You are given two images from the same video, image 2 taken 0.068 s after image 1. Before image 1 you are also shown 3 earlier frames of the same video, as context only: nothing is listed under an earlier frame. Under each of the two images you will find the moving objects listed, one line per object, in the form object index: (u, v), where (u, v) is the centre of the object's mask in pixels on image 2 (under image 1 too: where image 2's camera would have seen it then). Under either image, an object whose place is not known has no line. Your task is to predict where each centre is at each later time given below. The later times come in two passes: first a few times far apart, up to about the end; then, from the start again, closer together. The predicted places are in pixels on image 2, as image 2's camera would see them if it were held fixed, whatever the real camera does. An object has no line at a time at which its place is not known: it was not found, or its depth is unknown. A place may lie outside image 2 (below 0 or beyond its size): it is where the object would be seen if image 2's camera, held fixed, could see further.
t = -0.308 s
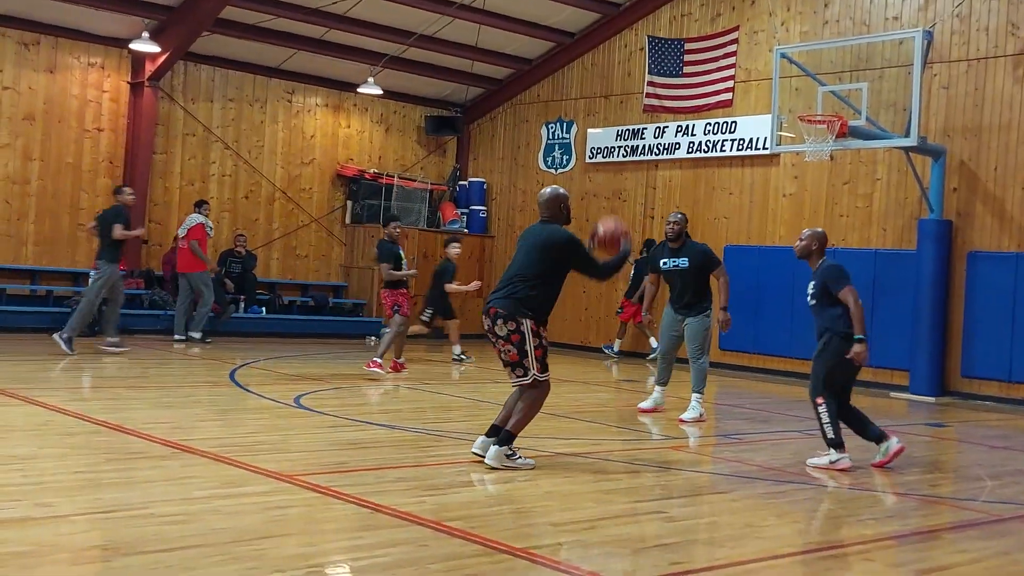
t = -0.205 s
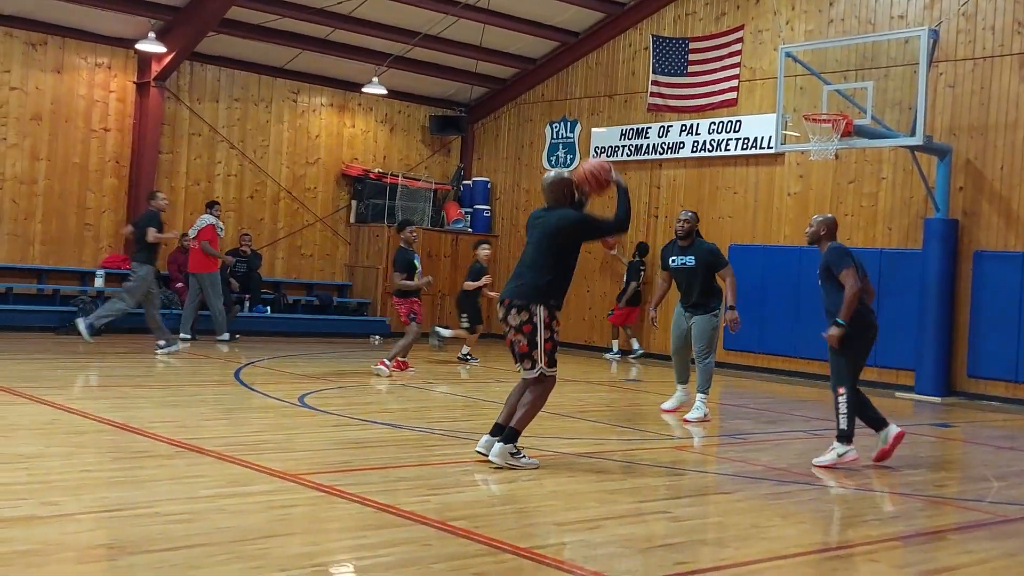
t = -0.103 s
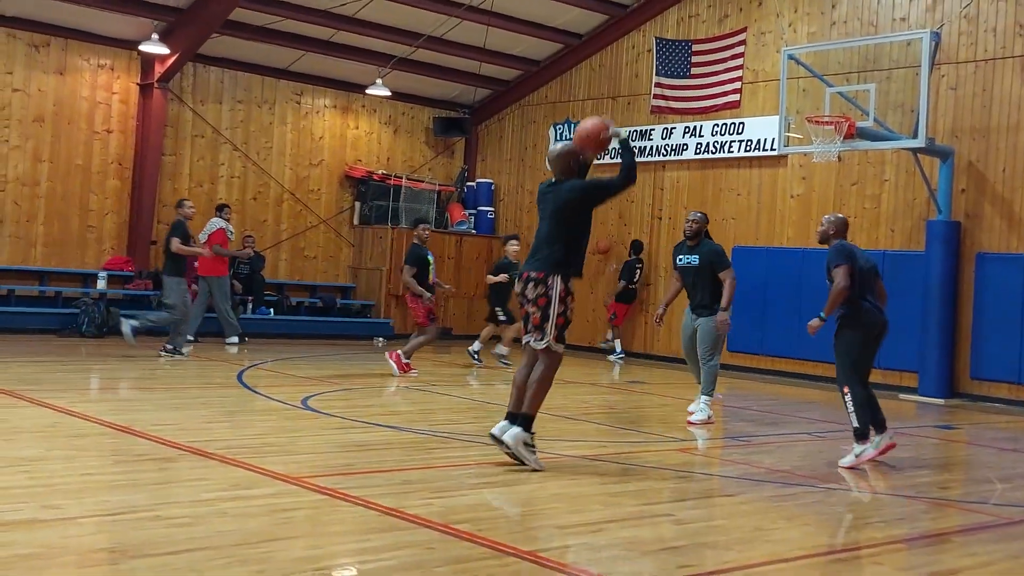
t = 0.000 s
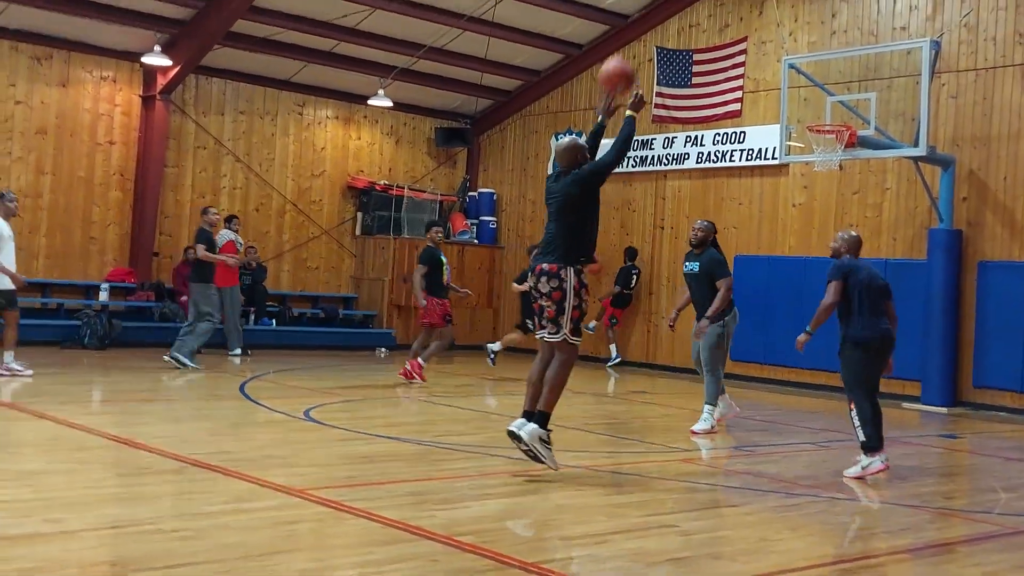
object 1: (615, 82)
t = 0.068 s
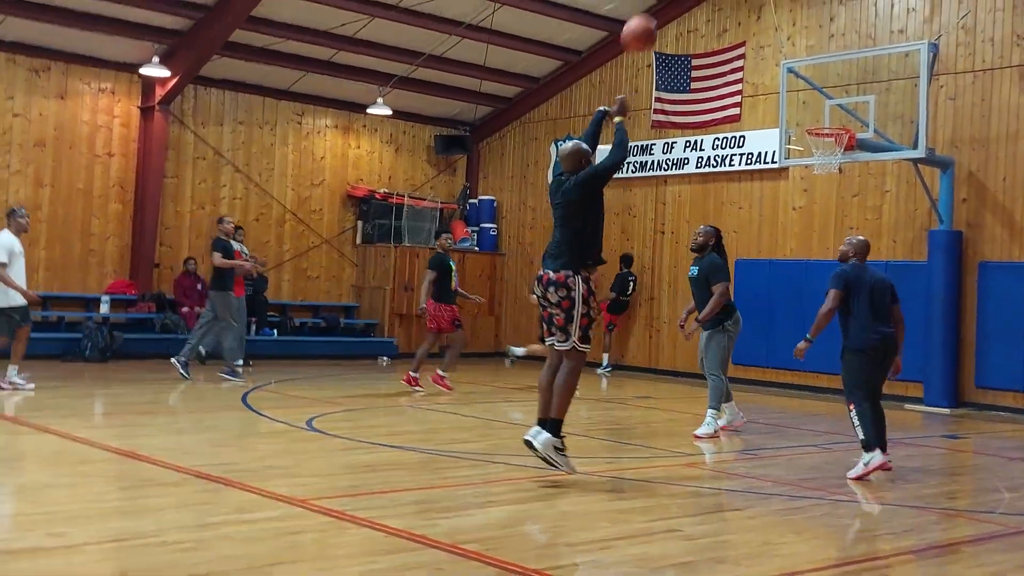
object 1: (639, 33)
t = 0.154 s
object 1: (666, -2)
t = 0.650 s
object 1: (771, -40)
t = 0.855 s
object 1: (800, 10)
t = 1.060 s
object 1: (819, 99)
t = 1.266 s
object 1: (831, 157)
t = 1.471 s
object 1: (819, 196)
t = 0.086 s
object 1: (645, 23)
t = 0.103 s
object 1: (651, 15)
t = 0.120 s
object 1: (656, 8)
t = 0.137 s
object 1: (661, 3)
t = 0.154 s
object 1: (666, -2)
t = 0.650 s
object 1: (771, -40)
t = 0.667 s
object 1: (774, -39)
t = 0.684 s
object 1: (778, -37)
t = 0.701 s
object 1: (781, -35)
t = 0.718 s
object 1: (783, -33)
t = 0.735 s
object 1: (786, -29)
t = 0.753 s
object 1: (788, -25)
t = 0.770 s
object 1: (791, -19)
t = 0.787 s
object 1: (792, -14)
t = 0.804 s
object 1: (794, -9)
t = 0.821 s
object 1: (796, -2)
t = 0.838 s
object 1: (799, 4)
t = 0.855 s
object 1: (800, 10)
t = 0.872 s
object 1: (802, 16)
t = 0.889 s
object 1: (804, 23)
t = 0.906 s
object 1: (806, 30)
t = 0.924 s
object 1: (808, 38)
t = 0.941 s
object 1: (809, 45)
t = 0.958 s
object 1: (811, 52)
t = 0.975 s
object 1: (813, 60)
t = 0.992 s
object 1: (814, 67)
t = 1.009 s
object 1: (816, 76)
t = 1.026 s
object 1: (817, 83)
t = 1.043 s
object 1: (818, 91)
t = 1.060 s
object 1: (819, 99)
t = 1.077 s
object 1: (820, 107)
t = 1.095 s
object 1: (822, 116)
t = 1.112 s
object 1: (823, 121)
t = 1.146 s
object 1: (825, 141)
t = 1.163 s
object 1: (827, 149)
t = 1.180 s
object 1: (827, 157)
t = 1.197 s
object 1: (829, 153)
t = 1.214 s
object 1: (830, 154)
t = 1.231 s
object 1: (831, 154)
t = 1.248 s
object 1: (831, 155)
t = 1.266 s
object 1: (831, 157)
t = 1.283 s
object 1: (831, 157)
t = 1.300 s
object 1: (830, 161)
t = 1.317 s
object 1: (829, 163)
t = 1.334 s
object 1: (828, 166)
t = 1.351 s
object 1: (827, 168)
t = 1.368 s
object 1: (826, 172)
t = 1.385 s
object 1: (825, 176)
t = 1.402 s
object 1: (823, 179)
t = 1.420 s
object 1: (822, 183)
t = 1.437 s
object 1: (821, 187)
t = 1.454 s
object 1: (820, 191)
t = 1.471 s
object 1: (819, 196)
